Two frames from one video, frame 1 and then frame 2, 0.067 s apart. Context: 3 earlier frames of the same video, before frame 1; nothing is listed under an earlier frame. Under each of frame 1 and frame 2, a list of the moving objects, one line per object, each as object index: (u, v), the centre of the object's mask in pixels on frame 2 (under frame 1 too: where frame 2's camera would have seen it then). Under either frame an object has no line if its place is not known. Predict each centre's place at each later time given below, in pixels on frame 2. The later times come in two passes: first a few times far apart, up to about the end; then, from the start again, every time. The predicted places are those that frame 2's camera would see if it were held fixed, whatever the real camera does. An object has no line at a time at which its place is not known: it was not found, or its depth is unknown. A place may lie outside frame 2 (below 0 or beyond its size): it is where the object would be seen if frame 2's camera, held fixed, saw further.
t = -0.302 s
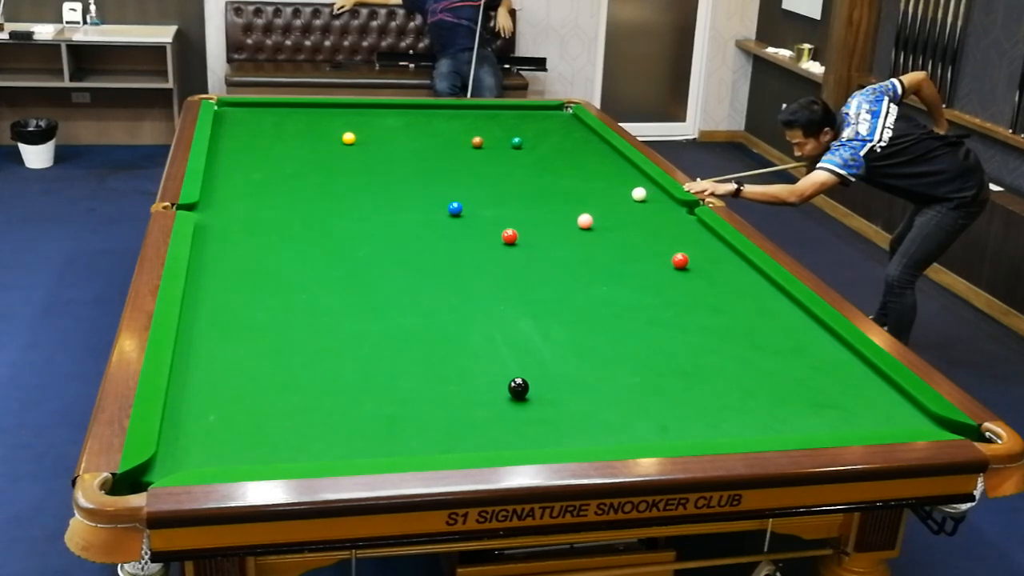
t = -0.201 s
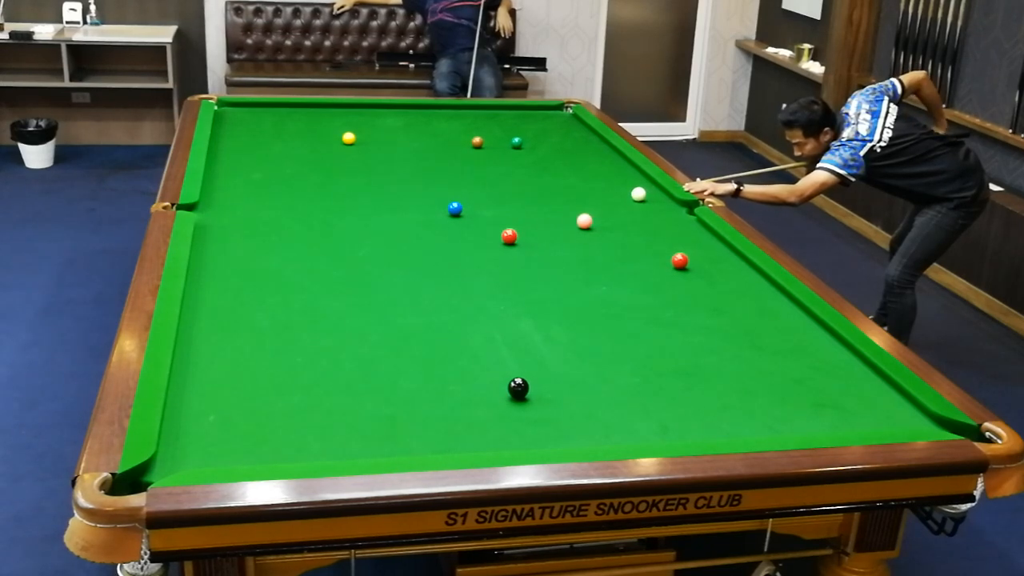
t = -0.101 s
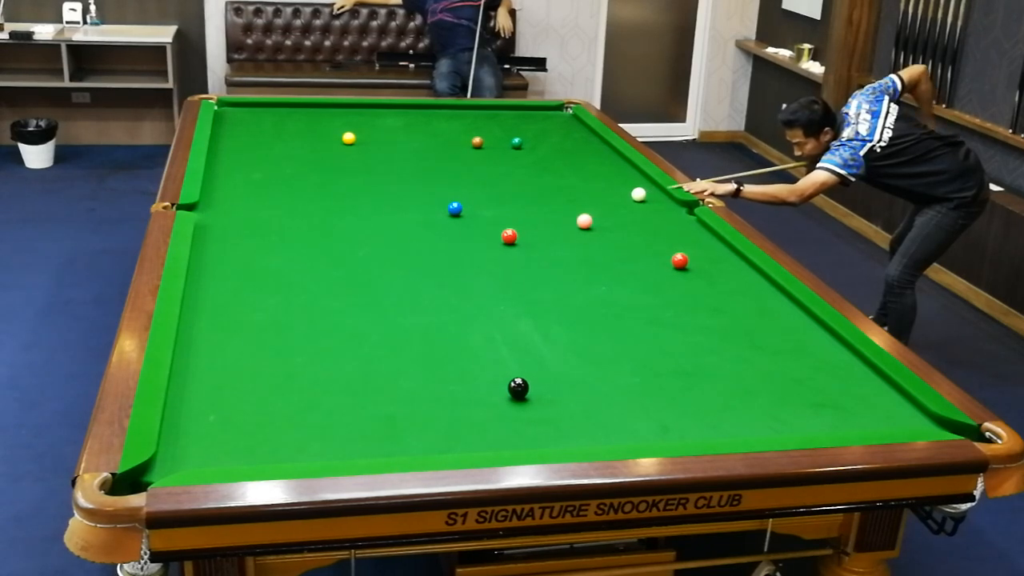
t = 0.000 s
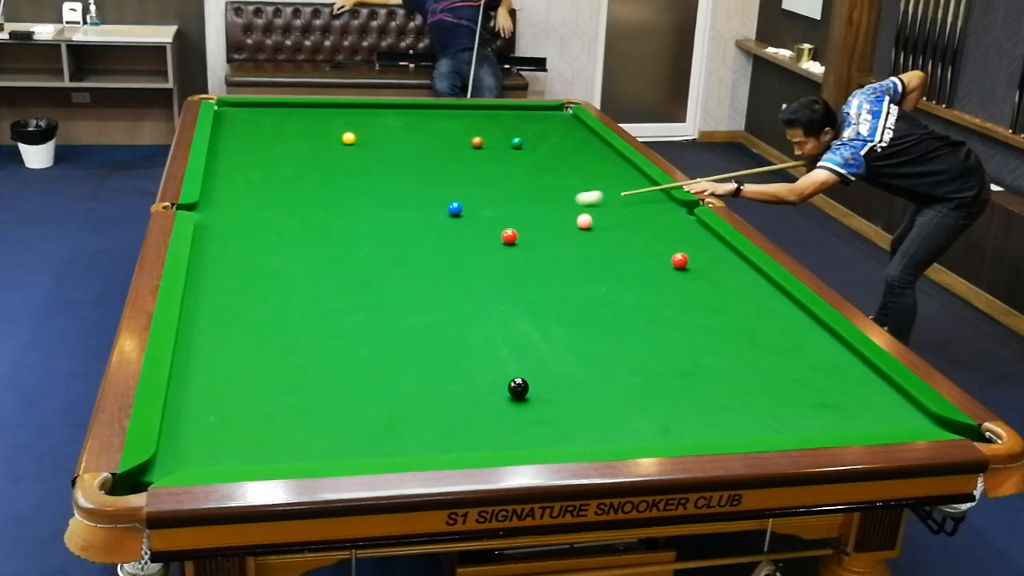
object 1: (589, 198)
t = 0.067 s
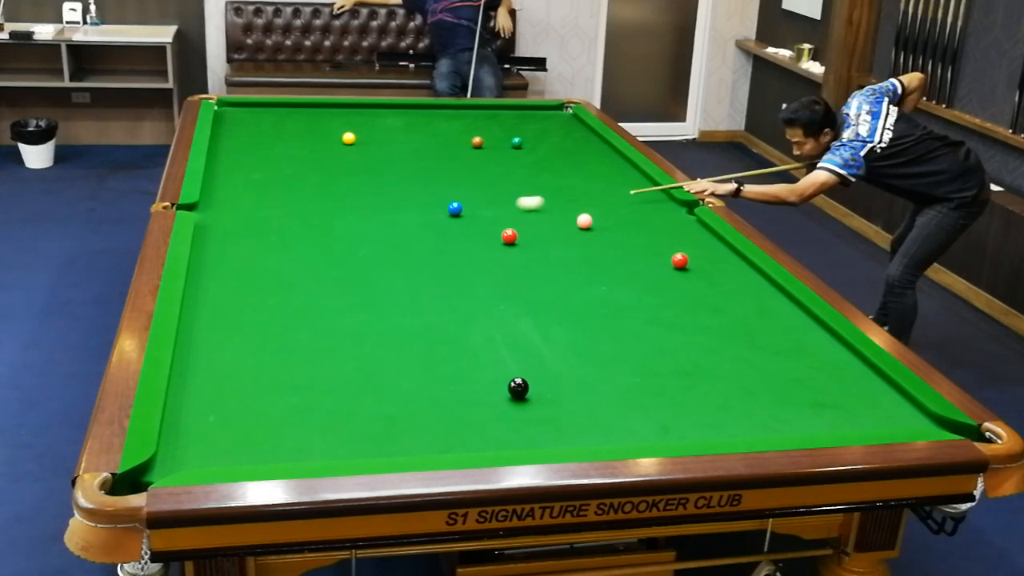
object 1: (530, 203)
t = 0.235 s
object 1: (467, 216)
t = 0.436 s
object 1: (441, 230)
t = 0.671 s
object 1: (380, 249)
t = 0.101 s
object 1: (500, 206)
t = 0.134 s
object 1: (473, 208)
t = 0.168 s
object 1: (469, 211)
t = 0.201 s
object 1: (468, 213)
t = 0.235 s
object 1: (467, 216)
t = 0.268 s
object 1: (465, 218)
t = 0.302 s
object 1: (462, 220)
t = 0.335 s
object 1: (458, 222)
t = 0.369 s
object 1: (454, 225)
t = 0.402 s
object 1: (448, 227)
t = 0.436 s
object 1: (441, 230)
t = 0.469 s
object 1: (434, 232)
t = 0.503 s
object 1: (425, 235)
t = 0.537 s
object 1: (417, 237)
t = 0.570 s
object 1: (408, 241)
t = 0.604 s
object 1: (398, 244)
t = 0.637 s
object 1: (389, 246)
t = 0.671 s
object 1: (380, 249)
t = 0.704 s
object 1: (370, 252)
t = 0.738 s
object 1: (360, 255)
